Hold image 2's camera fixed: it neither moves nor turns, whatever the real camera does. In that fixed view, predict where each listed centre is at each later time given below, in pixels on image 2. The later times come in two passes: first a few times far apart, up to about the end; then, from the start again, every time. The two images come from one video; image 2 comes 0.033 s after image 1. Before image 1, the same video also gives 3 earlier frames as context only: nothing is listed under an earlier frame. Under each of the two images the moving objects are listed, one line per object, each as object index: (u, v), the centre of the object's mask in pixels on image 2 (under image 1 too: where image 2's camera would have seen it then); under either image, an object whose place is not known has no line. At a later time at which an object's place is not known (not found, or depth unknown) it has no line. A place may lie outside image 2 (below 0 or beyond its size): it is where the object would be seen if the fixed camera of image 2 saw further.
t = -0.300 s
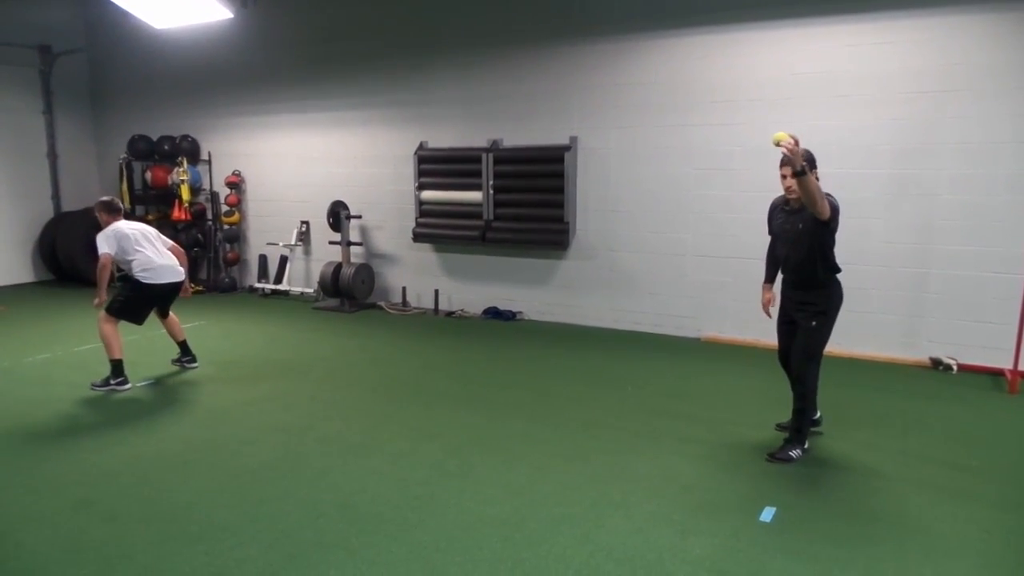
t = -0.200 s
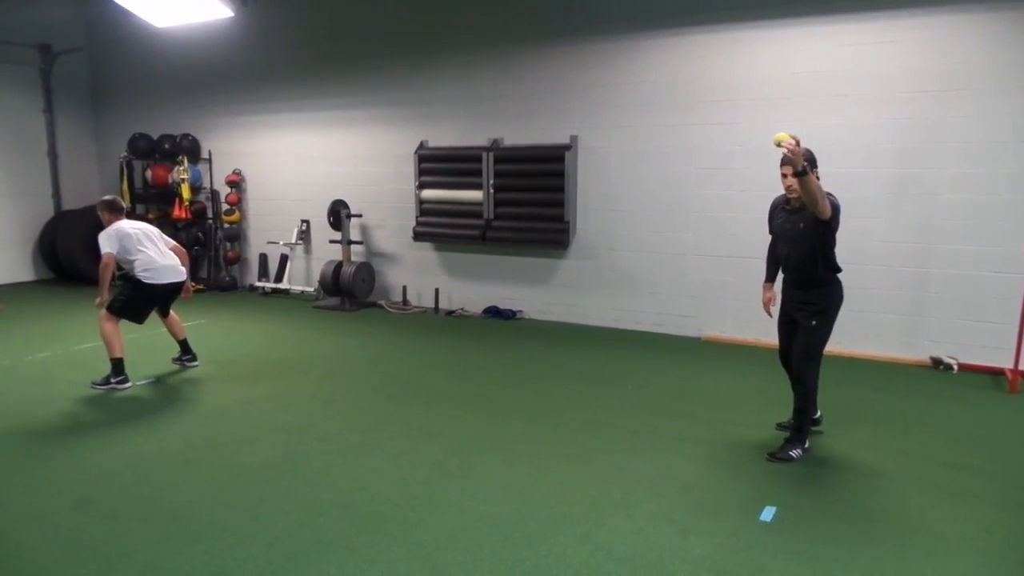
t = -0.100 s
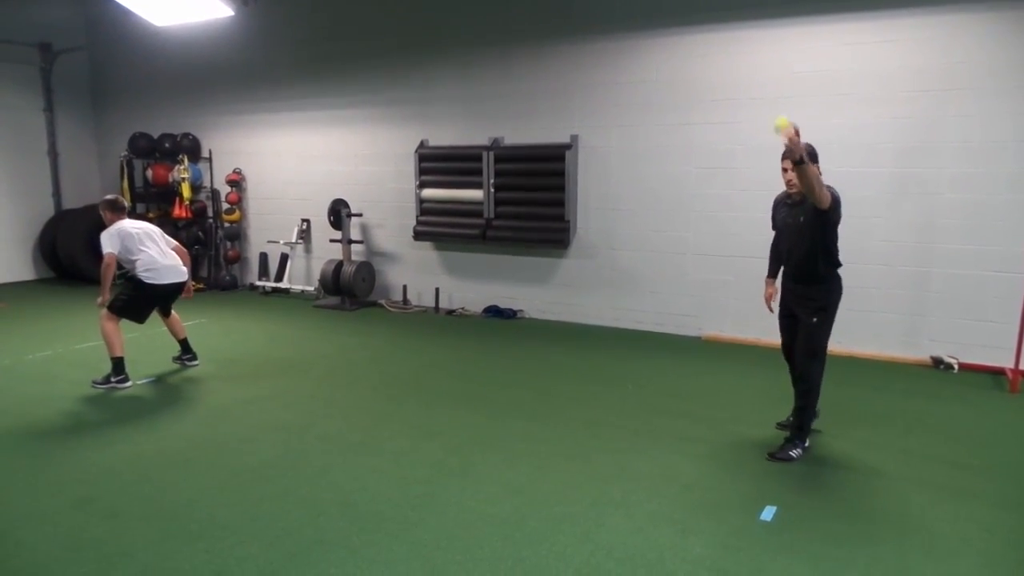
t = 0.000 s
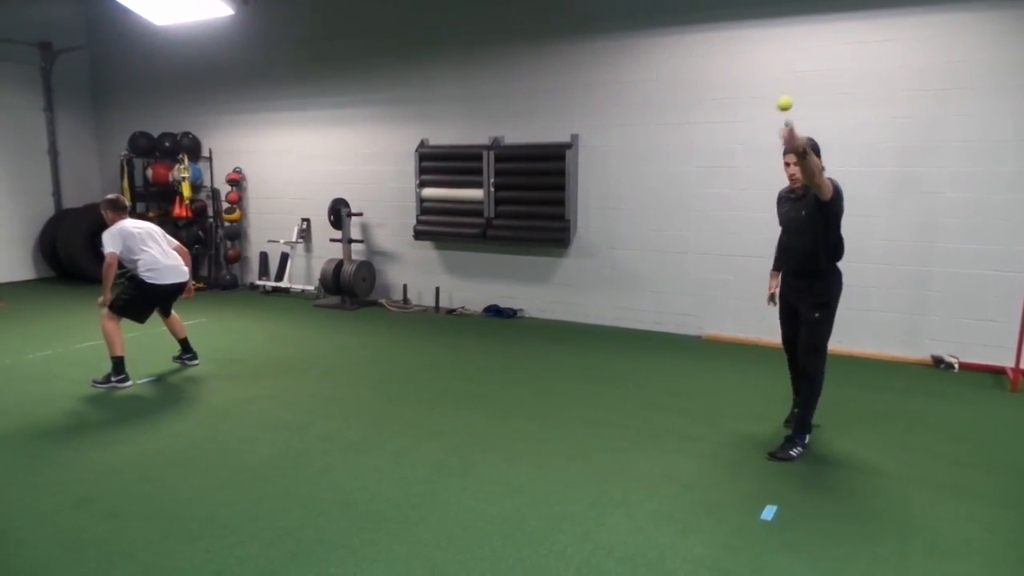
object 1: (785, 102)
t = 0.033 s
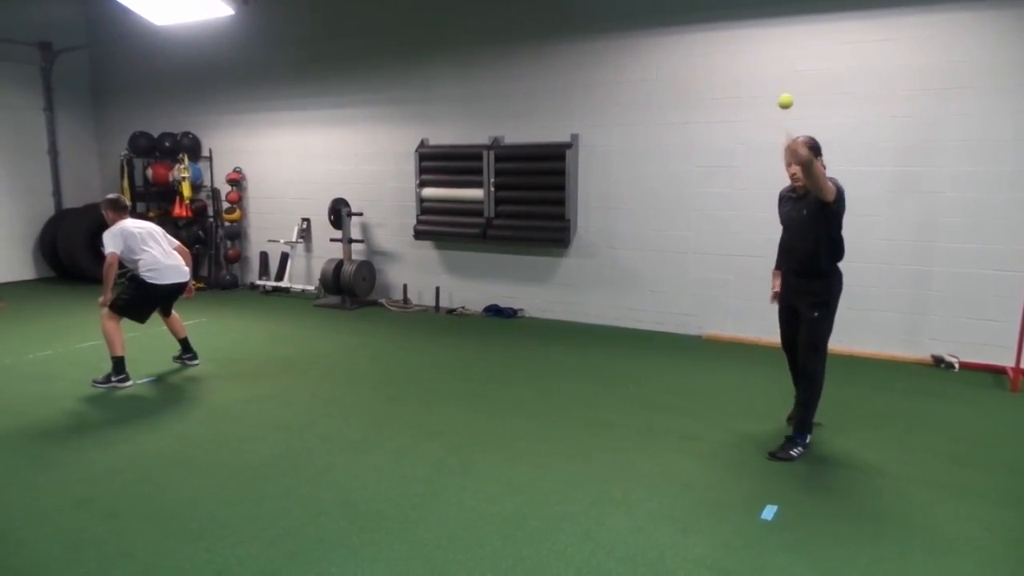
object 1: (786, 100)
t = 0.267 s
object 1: (786, 157)
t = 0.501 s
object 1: (779, 342)
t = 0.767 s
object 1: (778, 433)
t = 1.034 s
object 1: (790, 332)
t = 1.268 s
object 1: (791, 367)
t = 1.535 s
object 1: (783, 526)
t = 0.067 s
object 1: (786, 101)
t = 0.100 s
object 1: (786, 104)
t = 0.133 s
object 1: (787, 109)
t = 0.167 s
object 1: (787, 118)
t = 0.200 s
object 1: (787, 129)
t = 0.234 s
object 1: (786, 142)
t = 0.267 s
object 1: (786, 157)
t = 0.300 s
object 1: (786, 176)
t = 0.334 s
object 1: (786, 197)
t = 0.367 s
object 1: (786, 222)
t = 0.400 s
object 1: (786, 248)
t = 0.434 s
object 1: (782, 275)
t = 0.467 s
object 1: (781, 306)
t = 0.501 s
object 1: (779, 342)
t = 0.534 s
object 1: (778, 378)
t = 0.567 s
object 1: (776, 415)
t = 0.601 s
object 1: (774, 456)
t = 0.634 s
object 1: (772, 491)
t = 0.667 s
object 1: (772, 498)
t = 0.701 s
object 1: (774, 480)
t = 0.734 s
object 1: (776, 456)
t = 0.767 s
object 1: (778, 433)
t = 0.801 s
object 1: (781, 413)
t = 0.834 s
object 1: (782, 394)
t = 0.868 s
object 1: (784, 379)
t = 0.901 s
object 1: (785, 365)
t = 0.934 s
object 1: (787, 353)
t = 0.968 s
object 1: (788, 344)
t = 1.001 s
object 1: (789, 336)
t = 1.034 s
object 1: (790, 332)
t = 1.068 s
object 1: (791, 330)
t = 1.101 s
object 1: (791, 330)
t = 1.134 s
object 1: (792, 332)
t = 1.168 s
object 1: (792, 336)
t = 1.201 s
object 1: (792, 345)
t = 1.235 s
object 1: (791, 355)
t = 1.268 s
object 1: (791, 367)
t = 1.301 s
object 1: (791, 382)
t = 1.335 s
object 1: (790, 400)
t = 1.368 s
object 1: (789, 420)
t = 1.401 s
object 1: (788, 443)
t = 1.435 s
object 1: (786, 468)
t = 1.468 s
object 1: (785, 495)
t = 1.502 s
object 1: (783, 527)
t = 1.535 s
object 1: (783, 526)
